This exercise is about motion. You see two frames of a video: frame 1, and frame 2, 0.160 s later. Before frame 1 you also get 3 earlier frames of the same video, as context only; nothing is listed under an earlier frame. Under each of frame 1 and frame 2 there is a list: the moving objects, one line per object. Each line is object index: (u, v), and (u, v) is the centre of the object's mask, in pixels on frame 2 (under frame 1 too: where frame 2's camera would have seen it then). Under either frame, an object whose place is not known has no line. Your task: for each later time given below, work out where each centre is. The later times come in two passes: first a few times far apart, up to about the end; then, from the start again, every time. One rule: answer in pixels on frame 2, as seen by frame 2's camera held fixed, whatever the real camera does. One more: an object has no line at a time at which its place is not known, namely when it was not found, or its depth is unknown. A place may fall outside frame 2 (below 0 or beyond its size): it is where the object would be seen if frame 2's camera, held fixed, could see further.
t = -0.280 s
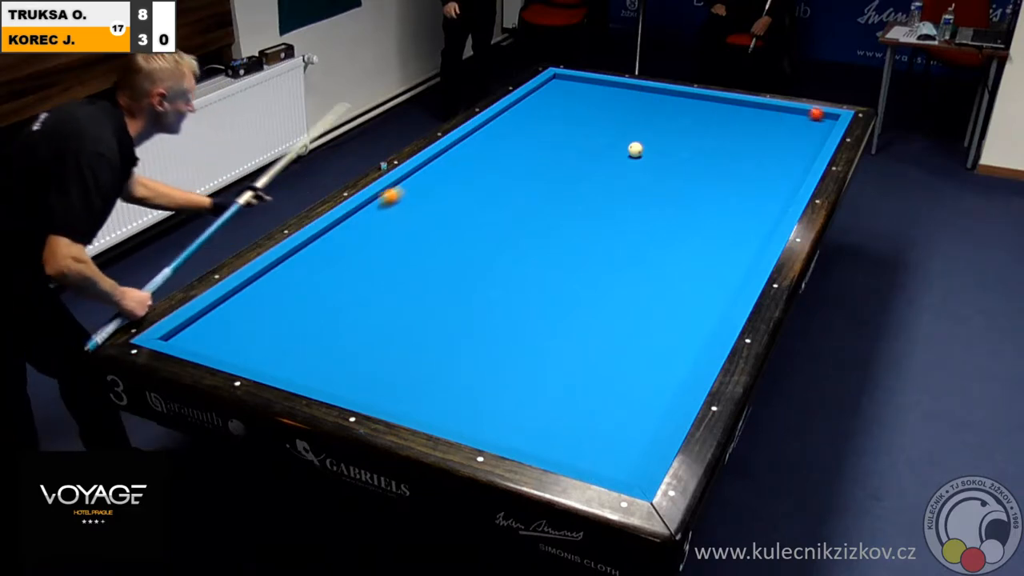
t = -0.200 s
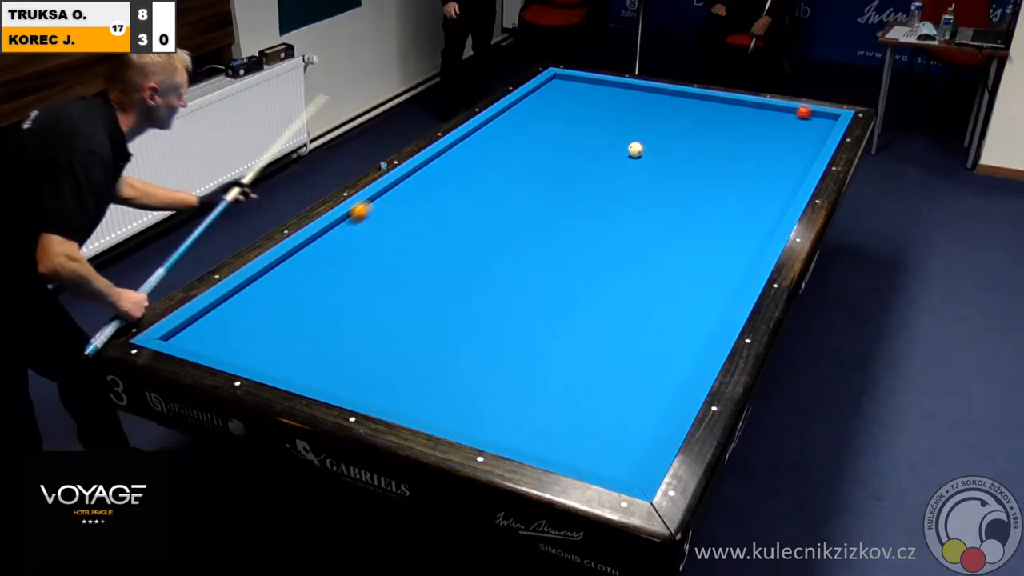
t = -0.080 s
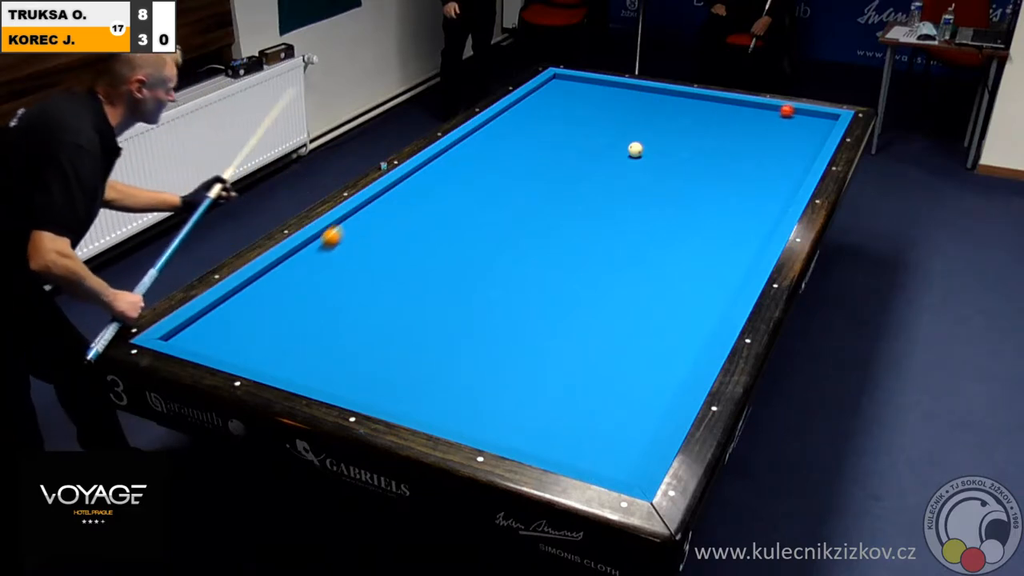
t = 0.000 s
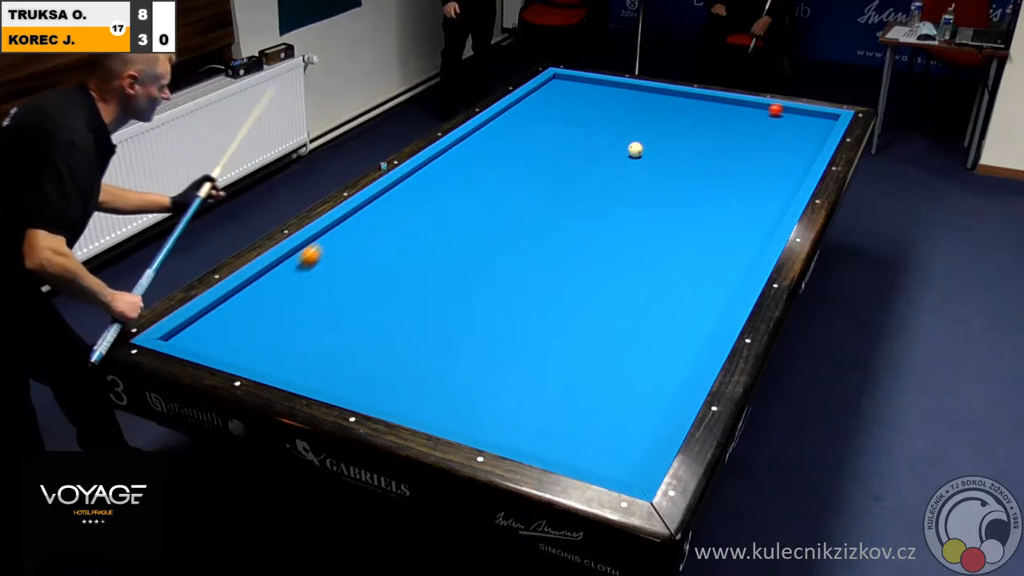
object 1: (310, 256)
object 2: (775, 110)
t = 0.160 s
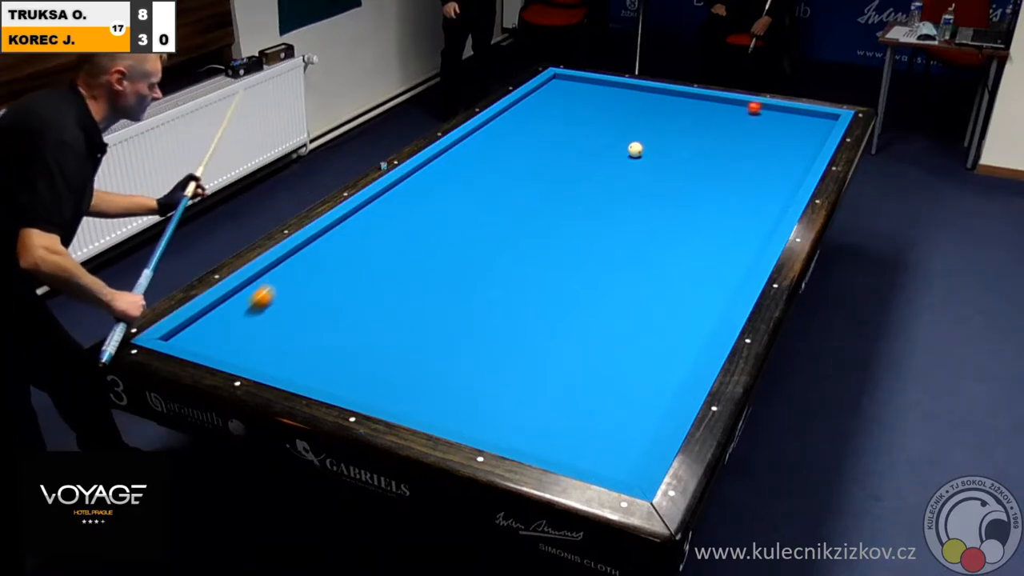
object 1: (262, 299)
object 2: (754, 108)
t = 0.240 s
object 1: (235, 323)
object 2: (743, 107)
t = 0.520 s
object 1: (288, 313)
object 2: (707, 104)
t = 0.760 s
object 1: (362, 283)
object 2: (677, 101)
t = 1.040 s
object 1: (436, 253)
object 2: (643, 99)
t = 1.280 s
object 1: (493, 231)
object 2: (615, 96)
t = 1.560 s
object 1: (553, 207)
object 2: (584, 94)
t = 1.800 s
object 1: (599, 189)
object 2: (558, 91)
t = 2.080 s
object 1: (648, 170)
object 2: (542, 91)
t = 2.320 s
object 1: (686, 155)
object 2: (551, 95)
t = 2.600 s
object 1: (727, 139)
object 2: (563, 100)
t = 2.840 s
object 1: (759, 126)
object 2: (572, 104)
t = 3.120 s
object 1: (793, 113)
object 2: (584, 109)
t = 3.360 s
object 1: (802, 119)
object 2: (593, 112)
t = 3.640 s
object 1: (808, 130)
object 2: (603, 117)
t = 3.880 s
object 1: (813, 140)
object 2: (612, 120)
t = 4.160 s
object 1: (812, 149)
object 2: (622, 124)
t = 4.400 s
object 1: (802, 156)
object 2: (630, 127)
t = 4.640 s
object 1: (793, 162)
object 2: (638, 130)
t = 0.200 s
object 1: (248, 311)
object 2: (749, 108)
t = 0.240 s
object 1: (235, 323)
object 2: (743, 107)
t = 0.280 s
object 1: (220, 336)
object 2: (738, 106)
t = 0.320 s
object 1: (209, 345)
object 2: (733, 106)
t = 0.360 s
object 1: (221, 342)
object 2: (727, 106)
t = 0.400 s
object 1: (239, 334)
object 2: (722, 105)
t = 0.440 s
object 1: (256, 326)
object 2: (717, 105)
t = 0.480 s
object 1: (273, 319)
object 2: (712, 104)
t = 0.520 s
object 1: (288, 313)
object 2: (707, 104)
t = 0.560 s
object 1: (302, 307)
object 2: (702, 103)
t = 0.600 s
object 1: (315, 302)
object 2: (697, 103)
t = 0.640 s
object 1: (327, 297)
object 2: (692, 102)
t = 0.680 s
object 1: (339, 292)
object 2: (687, 102)
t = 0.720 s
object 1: (351, 288)
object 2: (682, 102)
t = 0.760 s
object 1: (362, 283)
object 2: (677, 101)
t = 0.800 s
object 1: (373, 279)
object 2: (672, 101)
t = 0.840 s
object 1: (384, 274)
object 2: (667, 101)
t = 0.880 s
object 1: (396, 270)
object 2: (662, 100)
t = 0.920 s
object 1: (406, 265)
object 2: (657, 100)
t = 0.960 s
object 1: (416, 262)
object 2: (653, 99)
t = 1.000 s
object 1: (426, 257)
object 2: (648, 99)
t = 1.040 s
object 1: (436, 253)
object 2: (643, 99)
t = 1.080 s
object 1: (446, 249)
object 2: (638, 98)
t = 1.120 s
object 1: (456, 246)
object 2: (634, 98)
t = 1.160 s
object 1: (465, 242)
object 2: (629, 97)
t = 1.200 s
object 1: (475, 238)
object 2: (624, 97)
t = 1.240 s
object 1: (484, 234)
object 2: (620, 97)
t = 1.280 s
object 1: (493, 231)
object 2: (615, 96)
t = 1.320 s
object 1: (502, 227)
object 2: (610, 96)
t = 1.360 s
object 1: (511, 224)
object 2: (606, 96)
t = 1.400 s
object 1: (519, 220)
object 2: (601, 95)
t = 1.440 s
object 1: (528, 217)
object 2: (597, 95)
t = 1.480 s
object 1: (536, 214)
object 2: (592, 95)
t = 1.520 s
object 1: (545, 211)
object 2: (588, 94)
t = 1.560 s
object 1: (553, 207)
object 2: (584, 94)
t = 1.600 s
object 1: (561, 204)
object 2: (579, 93)
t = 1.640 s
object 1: (569, 201)
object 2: (575, 93)
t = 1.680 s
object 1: (576, 198)
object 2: (570, 93)
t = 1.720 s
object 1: (584, 195)
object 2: (566, 92)
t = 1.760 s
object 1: (591, 192)
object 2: (562, 92)
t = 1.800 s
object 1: (599, 189)
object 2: (558, 91)
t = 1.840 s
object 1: (606, 186)
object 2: (553, 91)
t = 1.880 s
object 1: (613, 184)
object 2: (550, 91)
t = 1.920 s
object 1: (620, 181)
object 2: (545, 90)
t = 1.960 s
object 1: (627, 178)
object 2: (541, 90)
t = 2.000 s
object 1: (634, 175)
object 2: (538, 90)
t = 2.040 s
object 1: (640, 173)
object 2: (539, 90)
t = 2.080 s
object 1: (648, 170)
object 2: (542, 91)
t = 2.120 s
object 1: (654, 167)
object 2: (543, 92)
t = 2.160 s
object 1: (661, 164)
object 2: (545, 93)
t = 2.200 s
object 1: (667, 162)
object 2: (546, 93)
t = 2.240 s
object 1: (674, 160)
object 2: (548, 94)
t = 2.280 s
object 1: (680, 157)
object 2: (550, 95)
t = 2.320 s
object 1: (686, 155)
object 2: (551, 95)
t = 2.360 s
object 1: (692, 152)
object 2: (553, 96)
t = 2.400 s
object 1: (698, 150)
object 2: (555, 97)
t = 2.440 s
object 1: (704, 147)
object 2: (556, 97)
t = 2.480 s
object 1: (710, 145)
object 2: (558, 98)
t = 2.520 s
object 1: (716, 143)
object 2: (560, 99)
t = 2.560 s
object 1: (721, 141)
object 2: (561, 99)
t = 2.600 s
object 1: (727, 139)
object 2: (563, 100)
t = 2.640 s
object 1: (732, 137)
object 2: (565, 101)
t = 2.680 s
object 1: (738, 134)
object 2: (566, 101)
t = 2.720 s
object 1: (743, 132)
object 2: (568, 102)
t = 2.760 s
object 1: (749, 130)
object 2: (569, 103)
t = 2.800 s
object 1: (754, 128)
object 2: (571, 103)
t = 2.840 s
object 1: (759, 126)
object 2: (572, 104)
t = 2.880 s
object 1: (764, 124)
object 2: (574, 105)
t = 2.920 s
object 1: (769, 122)
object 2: (576, 105)
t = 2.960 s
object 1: (774, 121)
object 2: (577, 106)
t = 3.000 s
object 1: (779, 119)
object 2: (579, 106)
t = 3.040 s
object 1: (783, 116)
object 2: (580, 107)
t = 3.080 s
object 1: (789, 115)
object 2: (582, 108)
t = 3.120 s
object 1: (793, 113)
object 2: (584, 109)
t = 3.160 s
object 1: (798, 112)
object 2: (585, 109)
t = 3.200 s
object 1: (799, 112)
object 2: (587, 110)
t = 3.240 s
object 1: (800, 114)
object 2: (588, 110)
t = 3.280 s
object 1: (800, 116)
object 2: (590, 111)
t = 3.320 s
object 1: (801, 117)
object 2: (591, 112)
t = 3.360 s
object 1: (802, 119)
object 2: (593, 112)
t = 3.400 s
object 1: (803, 121)
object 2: (594, 113)
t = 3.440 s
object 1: (804, 122)
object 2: (596, 113)
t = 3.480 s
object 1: (805, 123)
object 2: (597, 114)
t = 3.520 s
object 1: (805, 125)
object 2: (599, 115)
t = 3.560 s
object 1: (806, 127)
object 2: (600, 115)
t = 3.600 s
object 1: (807, 128)
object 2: (601, 116)
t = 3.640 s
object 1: (808, 130)
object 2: (603, 117)
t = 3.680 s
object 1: (809, 131)
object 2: (605, 117)
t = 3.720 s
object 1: (810, 133)
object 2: (606, 118)
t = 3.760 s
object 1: (810, 135)
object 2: (608, 118)
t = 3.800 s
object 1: (811, 137)
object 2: (609, 119)
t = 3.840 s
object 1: (812, 138)
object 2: (611, 119)
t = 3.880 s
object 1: (813, 140)
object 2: (612, 120)
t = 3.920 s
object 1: (814, 141)
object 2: (613, 120)
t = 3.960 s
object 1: (815, 143)
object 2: (615, 121)
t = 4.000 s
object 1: (815, 144)
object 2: (616, 122)
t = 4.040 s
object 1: (816, 146)
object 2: (618, 122)
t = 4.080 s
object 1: (815, 147)
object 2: (619, 123)
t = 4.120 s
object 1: (814, 148)
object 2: (621, 123)
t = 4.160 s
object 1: (812, 149)
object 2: (622, 124)
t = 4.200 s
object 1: (810, 151)
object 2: (623, 124)
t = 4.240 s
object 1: (809, 152)
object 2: (625, 125)
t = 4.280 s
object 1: (807, 153)
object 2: (626, 125)
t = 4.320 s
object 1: (806, 154)
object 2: (627, 126)
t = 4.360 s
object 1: (804, 155)
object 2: (629, 127)
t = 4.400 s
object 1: (802, 156)
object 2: (630, 127)
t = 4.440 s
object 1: (801, 157)
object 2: (631, 128)
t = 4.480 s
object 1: (799, 158)
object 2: (633, 128)
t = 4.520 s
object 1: (798, 159)
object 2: (634, 129)
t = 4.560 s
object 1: (796, 161)
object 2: (635, 129)
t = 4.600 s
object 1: (794, 162)
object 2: (637, 130)
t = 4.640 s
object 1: (793, 162)
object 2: (638, 130)
